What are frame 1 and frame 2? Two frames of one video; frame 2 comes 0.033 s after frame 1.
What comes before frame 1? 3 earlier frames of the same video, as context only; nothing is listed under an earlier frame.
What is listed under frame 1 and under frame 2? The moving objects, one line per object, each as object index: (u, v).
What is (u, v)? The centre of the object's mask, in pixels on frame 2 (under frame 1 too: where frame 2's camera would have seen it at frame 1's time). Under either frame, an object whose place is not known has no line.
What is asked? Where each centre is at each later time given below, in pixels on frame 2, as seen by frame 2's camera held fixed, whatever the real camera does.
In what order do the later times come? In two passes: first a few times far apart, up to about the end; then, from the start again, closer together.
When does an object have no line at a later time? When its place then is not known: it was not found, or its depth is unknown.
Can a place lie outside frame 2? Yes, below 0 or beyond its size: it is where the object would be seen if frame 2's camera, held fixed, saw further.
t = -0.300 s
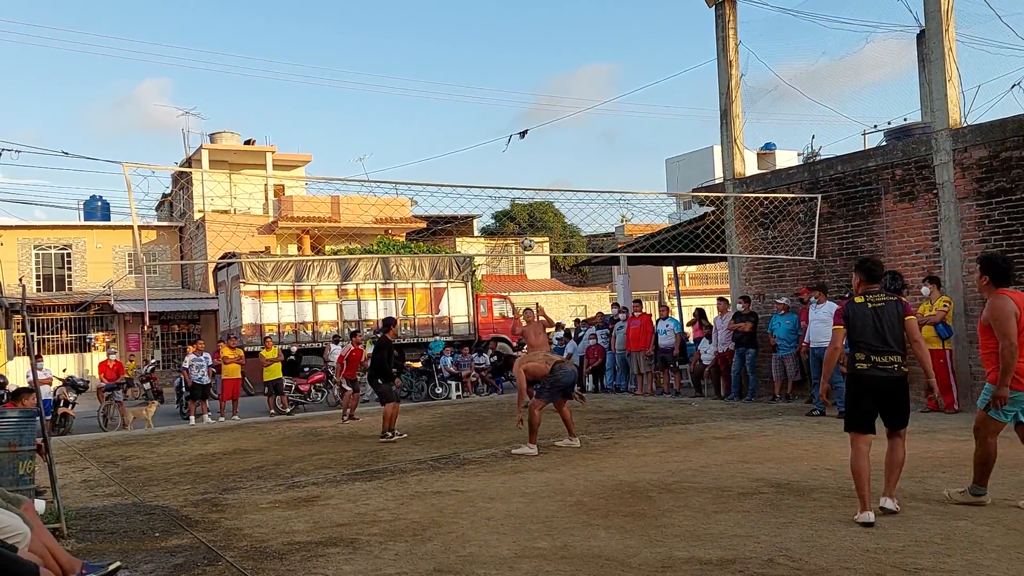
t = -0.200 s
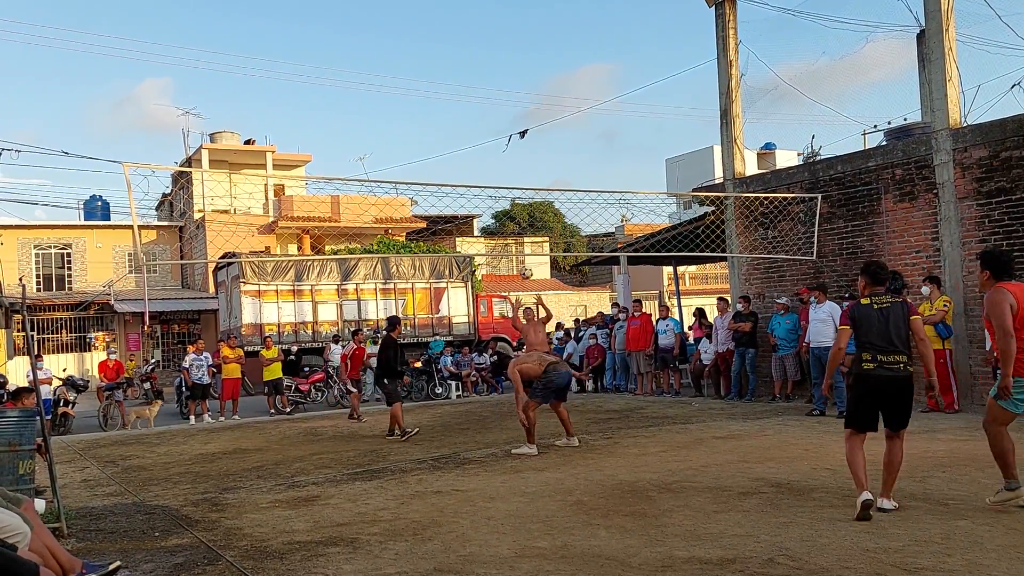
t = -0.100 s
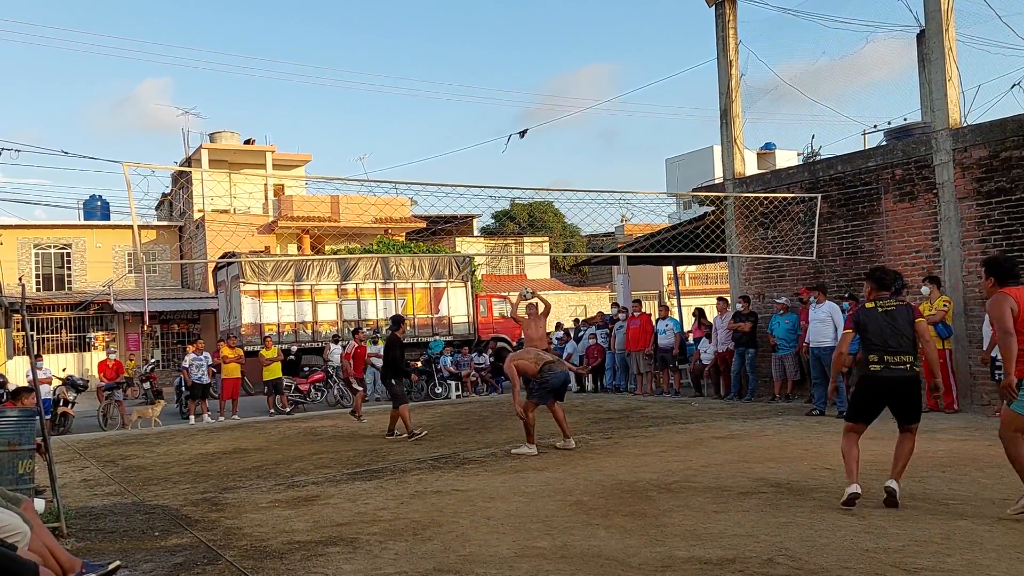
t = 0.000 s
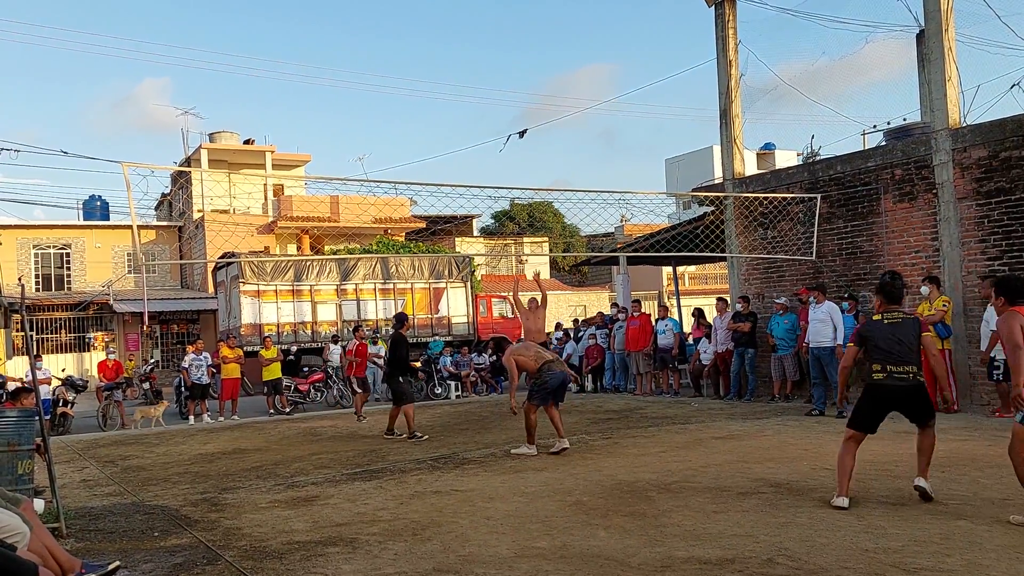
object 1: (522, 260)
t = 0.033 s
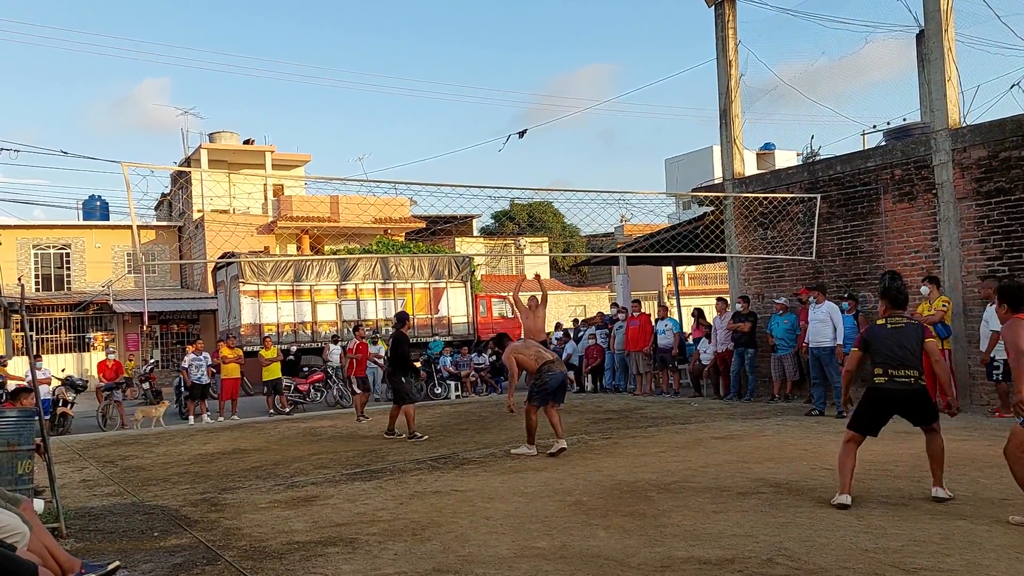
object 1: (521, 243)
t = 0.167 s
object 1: (516, 194)
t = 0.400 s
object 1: (509, 128)
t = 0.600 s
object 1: (503, 98)
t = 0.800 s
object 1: (499, 92)
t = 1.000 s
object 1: (495, 114)
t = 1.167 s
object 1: (494, 154)
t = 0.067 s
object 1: (520, 230)
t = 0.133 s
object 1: (518, 204)
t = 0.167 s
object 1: (516, 194)
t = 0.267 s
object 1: (513, 161)
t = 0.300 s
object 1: (512, 152)
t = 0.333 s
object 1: (511, 143)
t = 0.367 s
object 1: (510, 135)
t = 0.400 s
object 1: (509, 128)
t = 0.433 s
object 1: (508, 121)
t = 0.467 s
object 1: (507, 115)
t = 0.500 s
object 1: (506, 110)
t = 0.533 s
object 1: (505, 105)
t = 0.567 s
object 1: (504, 101)
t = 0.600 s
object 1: (503, 98)
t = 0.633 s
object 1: (502, 95)
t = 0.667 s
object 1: (501, 93)
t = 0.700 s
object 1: (500, 92)
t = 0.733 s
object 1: (500, 91)
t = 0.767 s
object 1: (499, 91)
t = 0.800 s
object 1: (499, 92)
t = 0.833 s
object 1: (498, 94)
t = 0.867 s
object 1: (497, 97)
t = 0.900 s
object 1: (497, 100)
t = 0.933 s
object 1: (496, 104)
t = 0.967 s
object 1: (496, 109)
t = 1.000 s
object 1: (495, 114)
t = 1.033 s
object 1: (495, 120)
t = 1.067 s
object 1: (494, 128)
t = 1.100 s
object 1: (494, 136)
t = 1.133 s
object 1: (495, 144)
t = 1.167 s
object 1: (494, 154)
